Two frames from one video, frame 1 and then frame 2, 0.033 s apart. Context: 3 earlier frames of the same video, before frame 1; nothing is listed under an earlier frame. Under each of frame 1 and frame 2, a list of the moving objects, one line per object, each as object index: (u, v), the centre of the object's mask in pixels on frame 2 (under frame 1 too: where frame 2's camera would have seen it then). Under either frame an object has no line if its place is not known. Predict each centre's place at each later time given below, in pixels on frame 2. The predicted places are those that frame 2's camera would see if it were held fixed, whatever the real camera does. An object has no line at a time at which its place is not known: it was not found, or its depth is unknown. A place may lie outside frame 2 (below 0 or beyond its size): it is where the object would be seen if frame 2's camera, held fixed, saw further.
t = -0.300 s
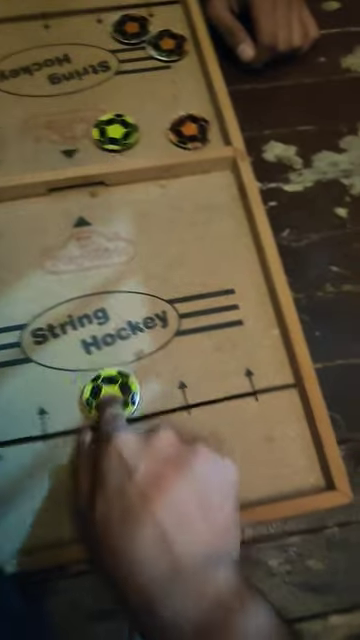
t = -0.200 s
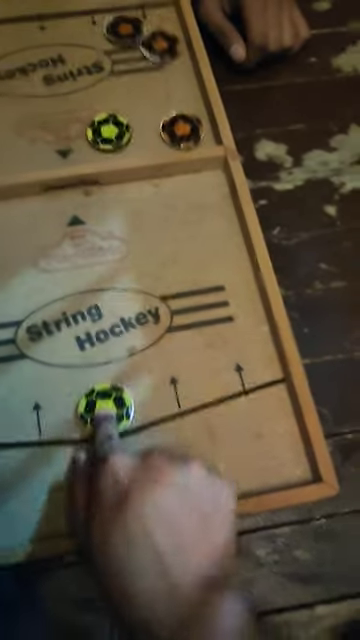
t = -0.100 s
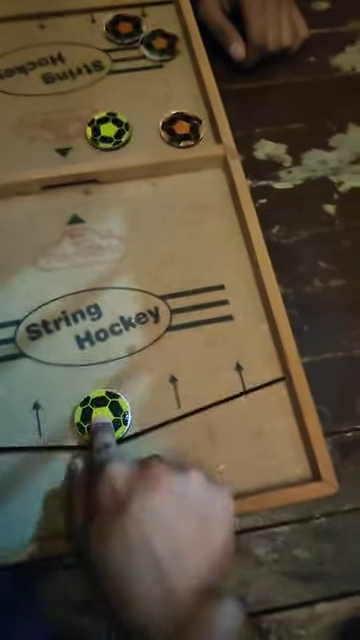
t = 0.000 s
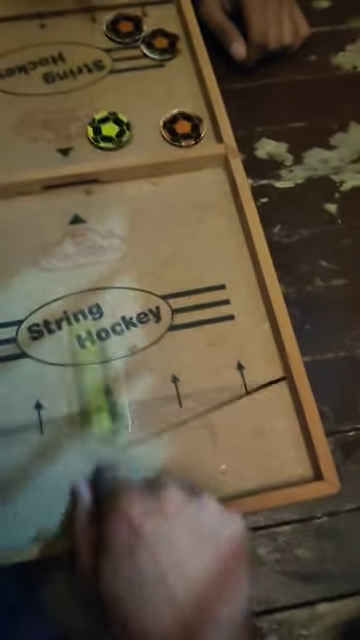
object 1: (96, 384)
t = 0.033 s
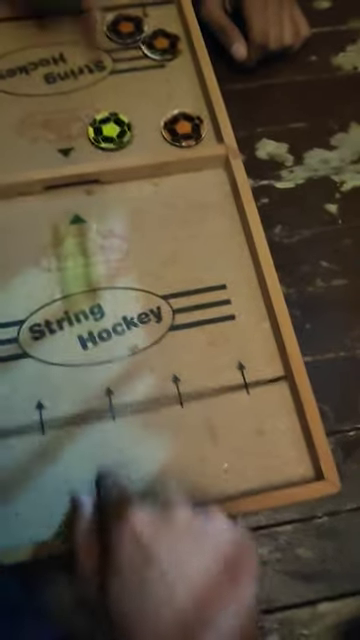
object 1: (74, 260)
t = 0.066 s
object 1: (83, 204)
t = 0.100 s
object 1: (106, 234)
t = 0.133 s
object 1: (127, 270)
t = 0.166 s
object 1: (149, 305)
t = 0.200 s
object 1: (166, 334)
